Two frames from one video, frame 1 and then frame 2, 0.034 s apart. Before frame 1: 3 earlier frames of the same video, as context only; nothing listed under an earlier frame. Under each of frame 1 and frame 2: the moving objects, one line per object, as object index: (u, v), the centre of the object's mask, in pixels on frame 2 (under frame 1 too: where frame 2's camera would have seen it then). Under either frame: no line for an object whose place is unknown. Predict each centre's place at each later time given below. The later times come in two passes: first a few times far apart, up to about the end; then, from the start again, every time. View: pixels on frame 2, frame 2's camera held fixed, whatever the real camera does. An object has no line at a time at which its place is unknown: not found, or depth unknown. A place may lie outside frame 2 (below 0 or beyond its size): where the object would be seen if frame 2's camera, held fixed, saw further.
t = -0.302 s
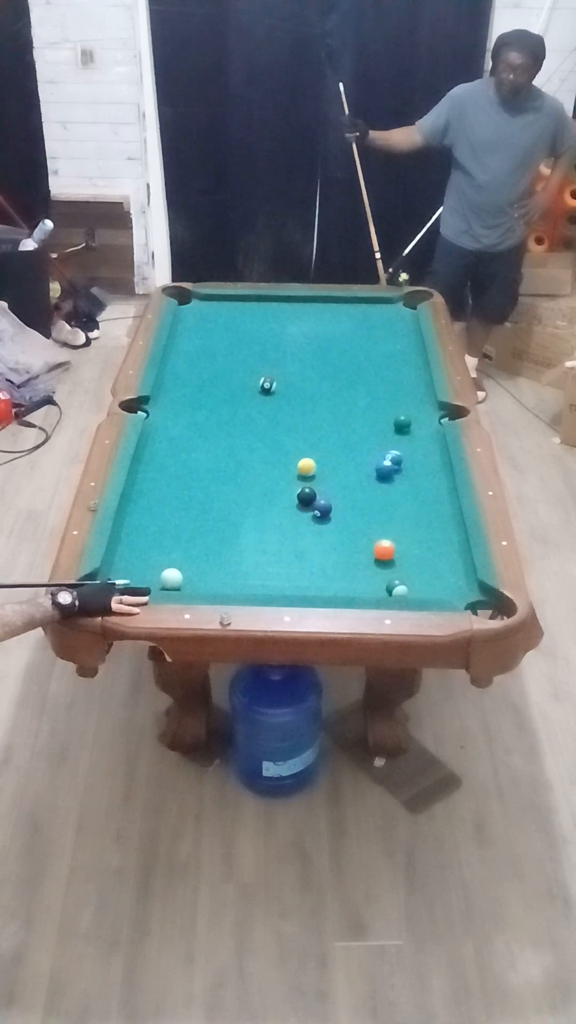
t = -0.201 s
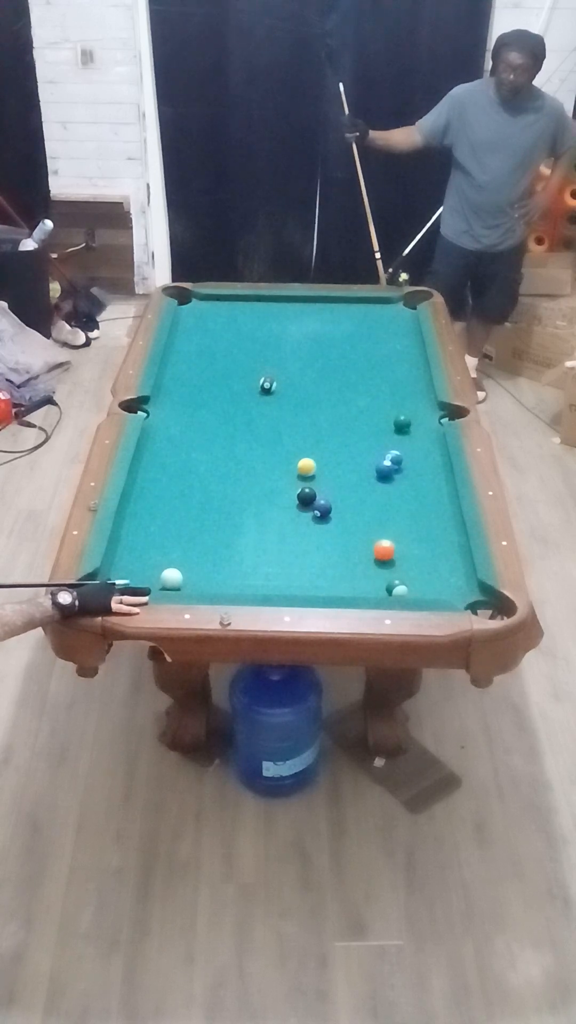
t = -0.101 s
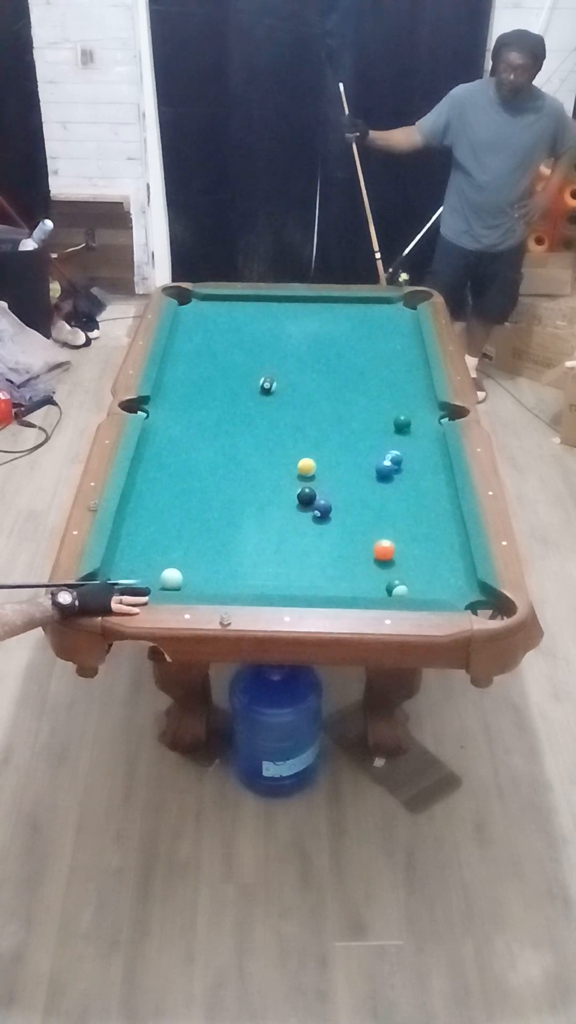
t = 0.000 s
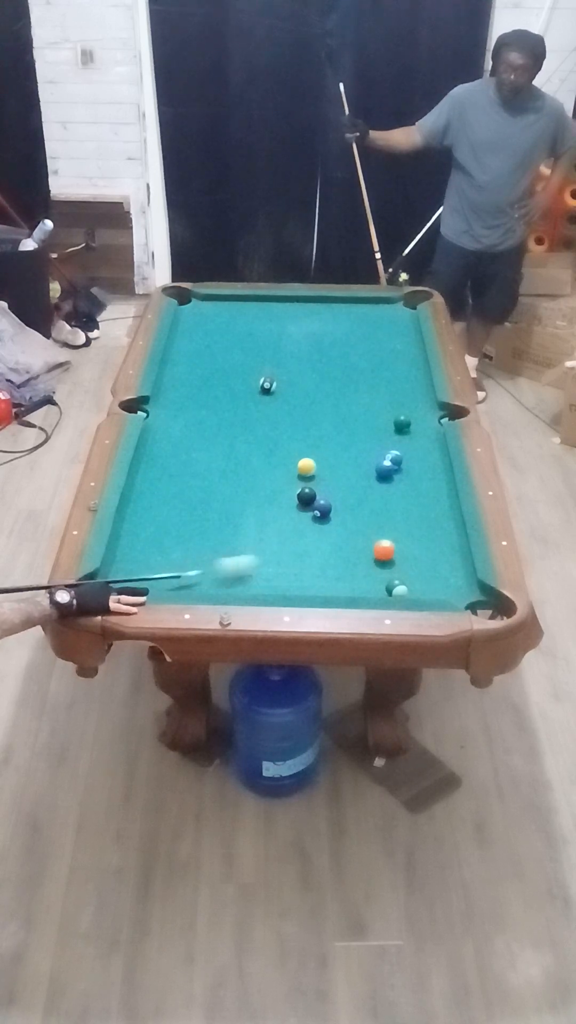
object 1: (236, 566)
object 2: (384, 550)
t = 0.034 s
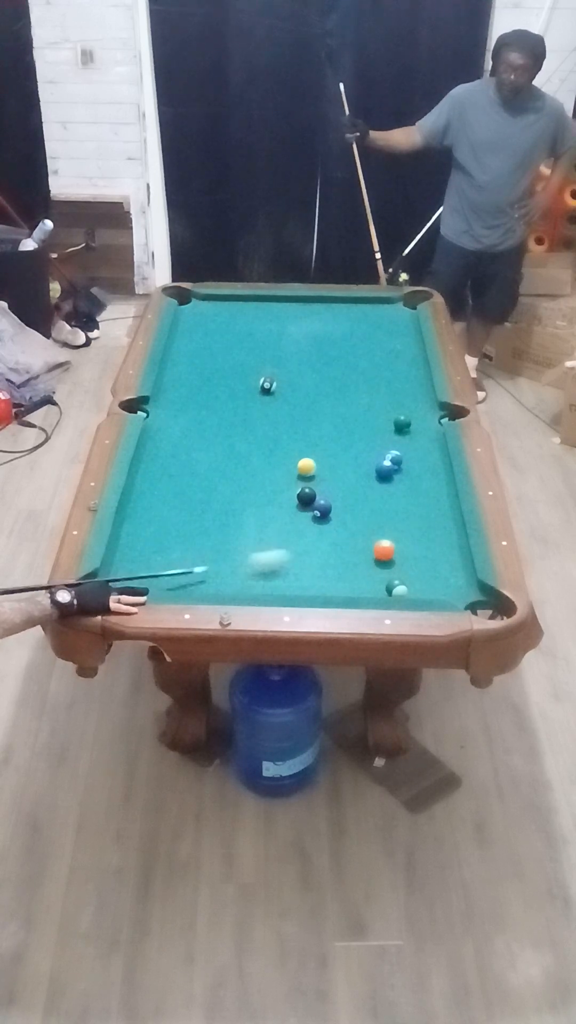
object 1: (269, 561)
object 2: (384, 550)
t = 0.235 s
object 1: (388, 520)
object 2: (432, 562)
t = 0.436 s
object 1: (437, 480)
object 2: (440, 575)
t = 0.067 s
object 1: (300, 556)
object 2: (384, 550)
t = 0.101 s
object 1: (330, 550)
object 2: (384, 550)
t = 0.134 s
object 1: (357, 545)
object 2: (384, 550)
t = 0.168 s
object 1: (371, 537)
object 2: (397, 552)
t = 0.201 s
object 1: (379, 528)
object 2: (415, 557)
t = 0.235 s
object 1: (388, 520)
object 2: (432, 562)
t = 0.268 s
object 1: (397, 513)
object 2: (448, 566)
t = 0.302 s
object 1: (405, 506)
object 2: (461, 570)
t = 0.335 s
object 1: (414, 501)
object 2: (461, 572)
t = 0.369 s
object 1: (422, 493)
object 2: (452, 573)
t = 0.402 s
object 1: (430, 486)
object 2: (446, 574)
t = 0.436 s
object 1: (437, 480)
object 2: (440, 575)
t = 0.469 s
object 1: (444, 474)
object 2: (434, 577)
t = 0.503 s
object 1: (441, 469)
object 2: (428, 578)
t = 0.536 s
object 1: (436, 465)
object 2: (422, 579)
